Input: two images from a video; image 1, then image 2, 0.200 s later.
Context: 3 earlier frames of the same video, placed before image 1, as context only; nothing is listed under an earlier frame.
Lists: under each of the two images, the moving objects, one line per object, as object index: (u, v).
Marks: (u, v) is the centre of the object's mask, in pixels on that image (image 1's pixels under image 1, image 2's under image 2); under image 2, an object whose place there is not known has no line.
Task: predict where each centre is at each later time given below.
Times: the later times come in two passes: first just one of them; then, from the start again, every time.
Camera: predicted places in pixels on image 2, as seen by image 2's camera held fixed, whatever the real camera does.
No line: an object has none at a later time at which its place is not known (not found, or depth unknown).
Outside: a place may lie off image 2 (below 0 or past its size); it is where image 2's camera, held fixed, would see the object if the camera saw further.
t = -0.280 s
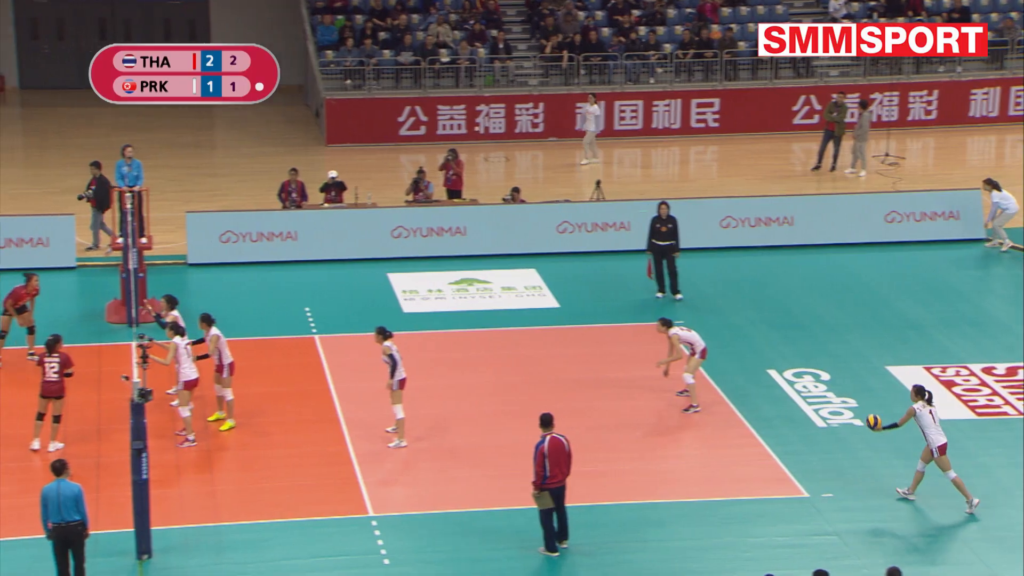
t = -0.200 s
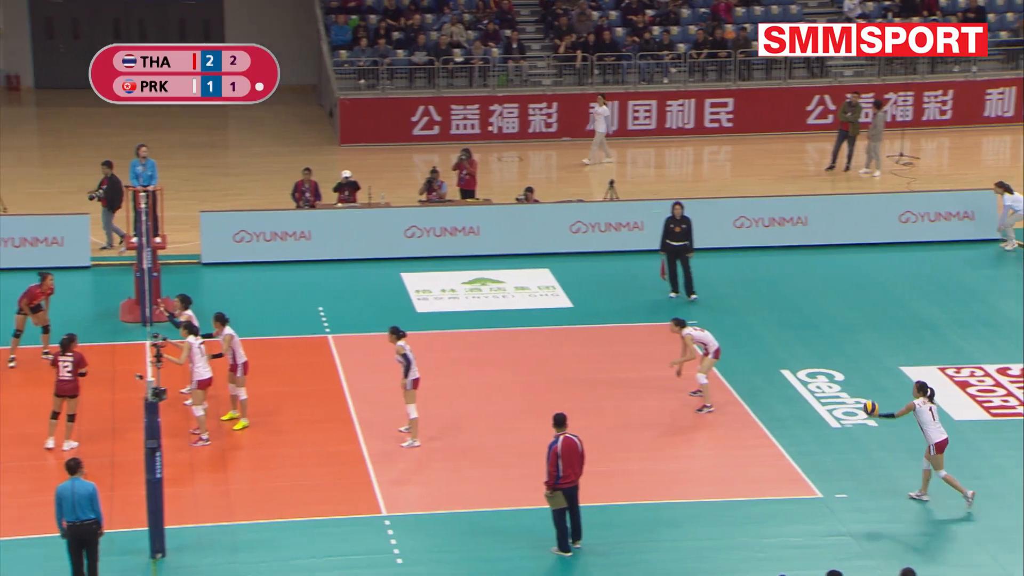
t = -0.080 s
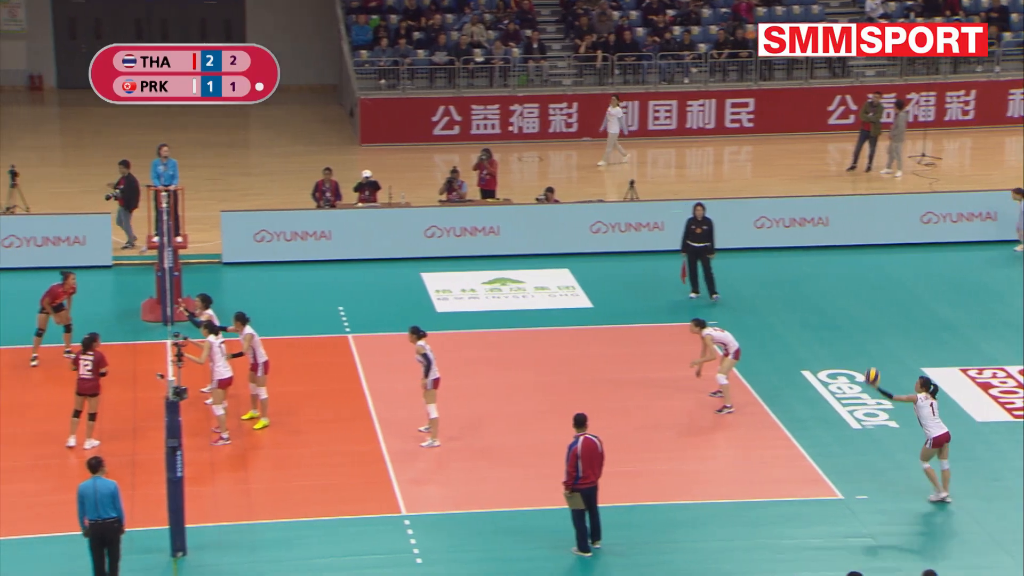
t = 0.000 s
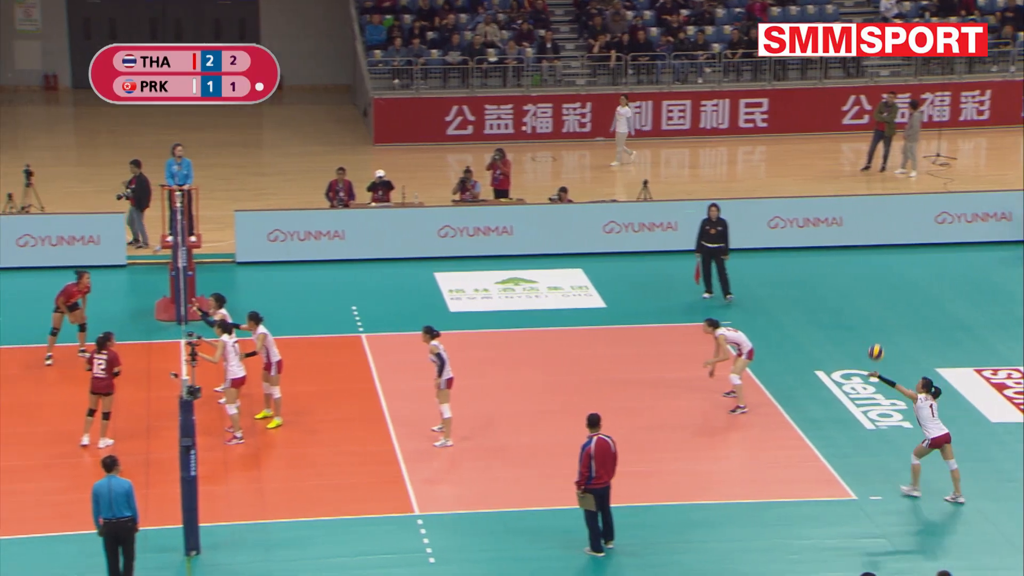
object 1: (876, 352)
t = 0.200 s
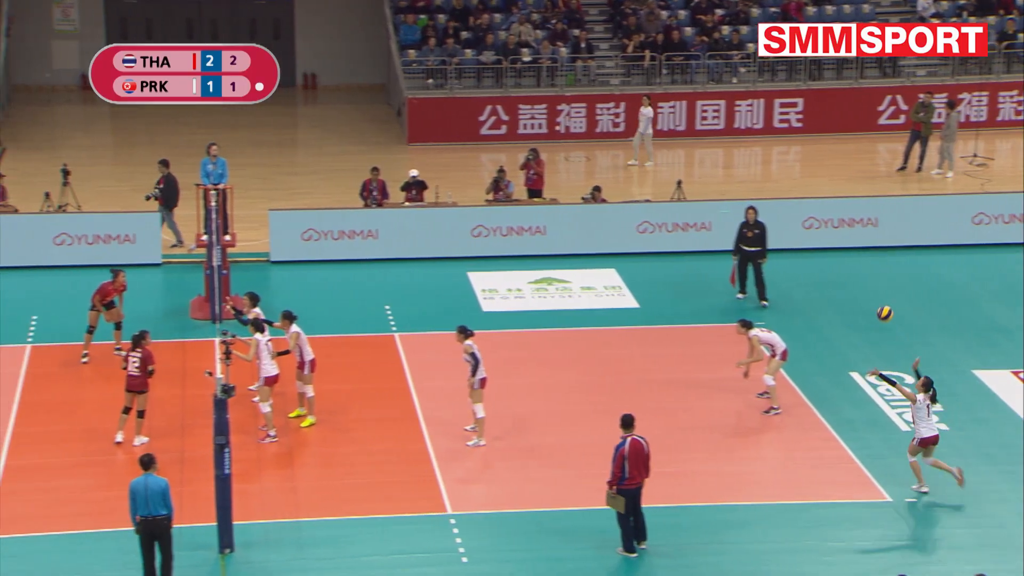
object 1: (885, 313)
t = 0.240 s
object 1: (879, 309)
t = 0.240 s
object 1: (879, 309)
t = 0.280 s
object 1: (874, 305)
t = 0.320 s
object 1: (869, 303)
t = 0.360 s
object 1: (863, 302)
